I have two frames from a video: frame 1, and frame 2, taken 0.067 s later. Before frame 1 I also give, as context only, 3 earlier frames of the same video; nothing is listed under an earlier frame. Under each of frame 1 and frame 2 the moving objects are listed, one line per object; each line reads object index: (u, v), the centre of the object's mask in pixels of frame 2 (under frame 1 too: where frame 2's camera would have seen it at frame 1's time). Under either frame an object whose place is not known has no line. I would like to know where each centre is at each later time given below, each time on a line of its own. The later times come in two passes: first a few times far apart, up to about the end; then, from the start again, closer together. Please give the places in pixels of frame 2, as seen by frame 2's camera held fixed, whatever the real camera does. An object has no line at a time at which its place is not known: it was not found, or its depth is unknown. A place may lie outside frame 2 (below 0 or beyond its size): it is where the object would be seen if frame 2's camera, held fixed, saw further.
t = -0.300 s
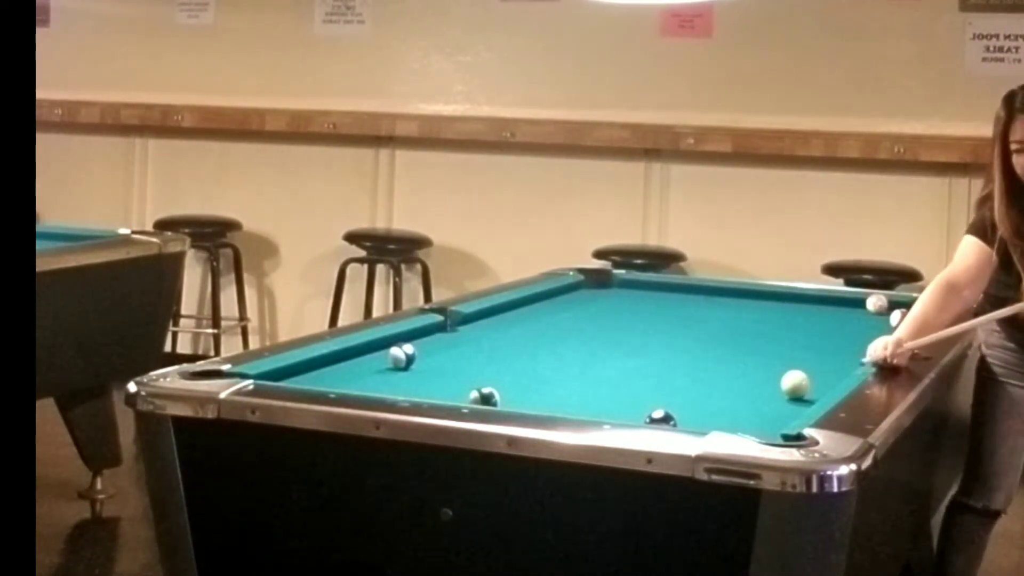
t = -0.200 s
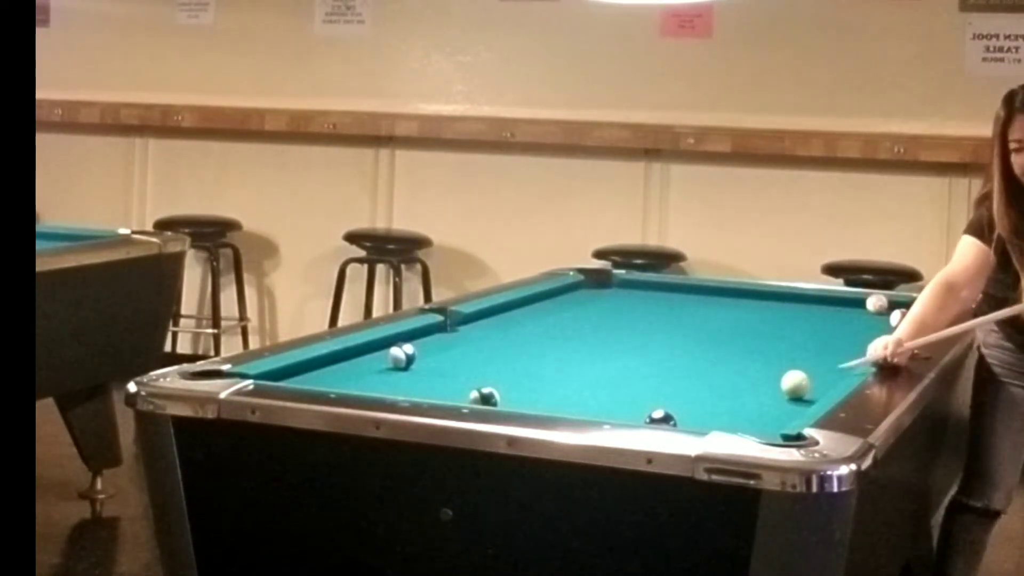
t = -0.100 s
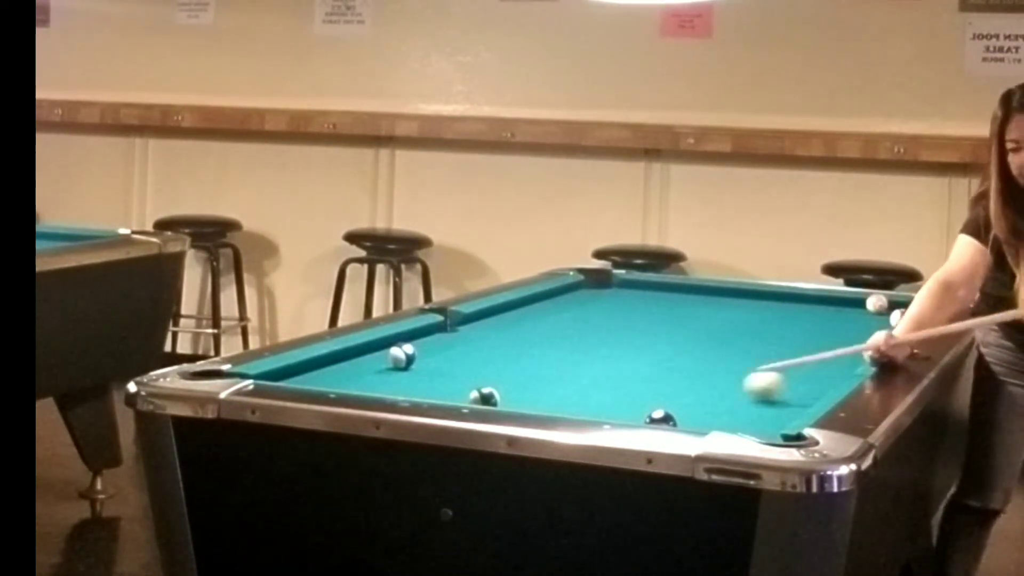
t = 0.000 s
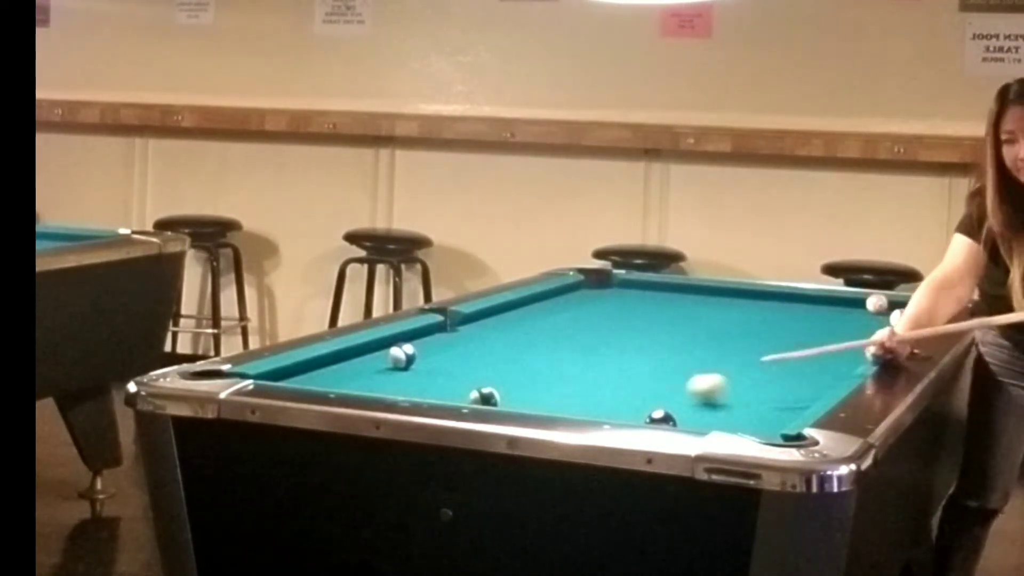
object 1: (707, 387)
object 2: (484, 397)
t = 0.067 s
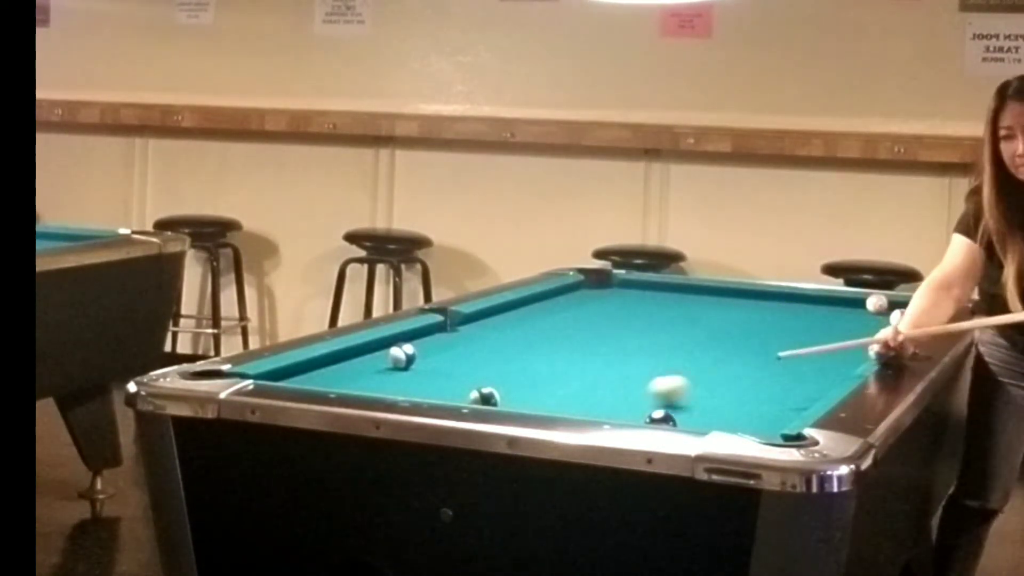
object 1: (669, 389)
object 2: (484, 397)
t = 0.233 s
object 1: (571, 395)
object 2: (484, 397)
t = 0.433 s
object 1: (488, 393)
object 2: (451, 397)
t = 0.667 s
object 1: (430, 385)
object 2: (452, 394)
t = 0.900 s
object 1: (383, 379)
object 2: (449, 392)
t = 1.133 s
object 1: (339, 370)
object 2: (448, 390)
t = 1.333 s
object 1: (320, 365)
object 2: (446, 390)
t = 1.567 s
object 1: (352, 366)
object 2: (445, 389)
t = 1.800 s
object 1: (382, 367)
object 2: (445, 389)
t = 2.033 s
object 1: (409, 368)
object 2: (445, 389)
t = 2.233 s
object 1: (429, 368)
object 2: (445, 389)
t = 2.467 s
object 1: (453, 366)
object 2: (446, 389)
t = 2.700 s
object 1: (472, 370)
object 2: (445, 389)
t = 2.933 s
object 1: (490, 370)
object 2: (445, 389)
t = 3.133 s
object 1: (504, 370)
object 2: (445, 389)
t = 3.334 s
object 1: (516, 371)
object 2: (445, 389)
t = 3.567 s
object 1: (528, 371)
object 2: (445, 389)
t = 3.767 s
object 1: (536, 371)
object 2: (445, 389)
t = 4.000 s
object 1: (544, 371)
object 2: (445, 389)
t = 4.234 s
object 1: (550, 371)
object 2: (445, 389)
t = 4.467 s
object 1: (553, 371)
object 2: (445, 389)
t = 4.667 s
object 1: (554, 371)
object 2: (445, 389)
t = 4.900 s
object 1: (554, 371)
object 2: (445, 389)
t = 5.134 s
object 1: (554, 371)
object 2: (445, 389)
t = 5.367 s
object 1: (554, 371)
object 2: (445, 389)
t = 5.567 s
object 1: (554, 371)
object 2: (445, 389)
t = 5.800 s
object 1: (554, 371)
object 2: (445, 389)
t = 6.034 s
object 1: (554, 371)
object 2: (445, 389)
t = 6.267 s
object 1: (554, 371)
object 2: (445, 389)
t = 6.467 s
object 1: (554, 371)
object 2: (445, 389)
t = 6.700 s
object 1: (554, 370)
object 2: (445, 389)
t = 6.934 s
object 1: (554, 371)
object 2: (445, 389)
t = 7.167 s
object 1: (554, 371)
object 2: (445, 389)
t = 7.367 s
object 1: (554, 371)
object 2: (445, 389)
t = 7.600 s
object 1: (554, 370)
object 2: (446, 389)
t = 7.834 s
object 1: (554, 370)
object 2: (445, 389)
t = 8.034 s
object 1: (554, 370)
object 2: (445, 389)
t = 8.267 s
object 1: (554, 370)
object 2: (445, 389)
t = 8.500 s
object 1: (554, 370)
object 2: (446, 389)
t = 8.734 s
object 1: (554, 370)
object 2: (446, 389)
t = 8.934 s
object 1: (554, 370)
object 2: (445, 389)
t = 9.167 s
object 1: (554, 370)
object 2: (445, 389)
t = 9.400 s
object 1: (554, 370)
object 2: (445, 389)
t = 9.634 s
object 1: (554, 370)
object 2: (445, 389)
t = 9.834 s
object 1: (554, 370)
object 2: (446, 389)
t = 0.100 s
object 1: (649, 390)
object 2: (484, 397)
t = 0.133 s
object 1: (630, 390)
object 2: (484, 397)
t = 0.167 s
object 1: (611, 393)
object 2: (484, 397)
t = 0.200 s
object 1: (591, 393)
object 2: (484, 397)
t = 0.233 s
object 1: (571, 395)
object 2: (484, 397)
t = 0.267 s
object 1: (551, 395)
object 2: (484, 397)
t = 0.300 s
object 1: (531, 395)
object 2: (484, 397)
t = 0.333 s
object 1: (513, 395)
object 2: (483, 397)
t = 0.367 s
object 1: (500, 395)
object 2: (470, 397)
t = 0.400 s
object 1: (495, 394)
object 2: (456, 397)
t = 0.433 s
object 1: (488, 393)
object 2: (451, 397)
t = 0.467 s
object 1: (480, 393)
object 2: (451, 395)
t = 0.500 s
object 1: (474, 391)
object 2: (452, 395)
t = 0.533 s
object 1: (468, 388)
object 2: (453, 395)
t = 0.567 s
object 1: (455, 384)
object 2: (453, 394)
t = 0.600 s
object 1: (441, 382)
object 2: (452, 392)
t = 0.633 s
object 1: (435, 383)
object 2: (451, 393)
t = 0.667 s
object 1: (430, 385)
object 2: (452, 394)
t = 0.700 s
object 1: (425, 385)
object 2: (452, 393)
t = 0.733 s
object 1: (419, 385)
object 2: (452, 393)
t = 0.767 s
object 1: (411, 383)
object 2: (451, 392)
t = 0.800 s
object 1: (404, 382)
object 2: (450, 392)
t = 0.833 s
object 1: (397, 381)
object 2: (450, 392)
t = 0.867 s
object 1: (390, 380)
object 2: (450, 392)
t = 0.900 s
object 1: (383, 379)
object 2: (449, 392)
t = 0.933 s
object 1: (377, 378)
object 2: (449, 391)
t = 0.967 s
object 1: (370, 376)
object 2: (449, 391)
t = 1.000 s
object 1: (364, 375)
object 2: (449, 391)
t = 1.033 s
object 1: (357, 374)
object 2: (449, 391)
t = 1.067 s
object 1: (351, 373)
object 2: (448, 391)
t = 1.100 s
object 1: (345, 371)
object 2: (448, 391)
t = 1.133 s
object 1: (339, 370)
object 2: (448, 390)
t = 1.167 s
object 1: (333, 369)
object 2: (447, 390)
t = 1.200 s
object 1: (327, 368)
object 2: (447, 390)
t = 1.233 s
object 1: (321, 366)
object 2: (447, 390)
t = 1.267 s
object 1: (316, 365)
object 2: (447, 390)
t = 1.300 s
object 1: (315, 365)
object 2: (446, 390)
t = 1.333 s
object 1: (320, 365)
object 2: (446, 390)
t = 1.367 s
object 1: (325, 366)
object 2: (446, 390)
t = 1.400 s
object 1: (330, 365)
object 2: (446, 390)
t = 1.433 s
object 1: (334, 365)
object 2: (446, 390)
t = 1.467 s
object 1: (339, 366)
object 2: (445, 390)
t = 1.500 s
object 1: (343, 366)
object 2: (445, 390)
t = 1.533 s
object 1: (348, 366)
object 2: (445, 389)
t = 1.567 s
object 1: (352, 366)
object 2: (445, 389)
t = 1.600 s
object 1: (356, 366)
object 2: (445, 389)
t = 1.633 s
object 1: (361, 366)
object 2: (445, 389)
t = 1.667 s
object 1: (365, 366)
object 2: (445, 389)
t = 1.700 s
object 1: (369, 366)
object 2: (445, 389)
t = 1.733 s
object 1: (374, 367)
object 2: (445, 389)
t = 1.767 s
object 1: (377, 367)
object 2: (445, 389)
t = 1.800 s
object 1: (382, 367)
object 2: (445, 389)
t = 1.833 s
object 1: (385, 367)
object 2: (445, 389)
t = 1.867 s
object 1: (390, 367)
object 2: (445, 389)
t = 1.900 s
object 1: (394, 367)
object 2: (445, 389)
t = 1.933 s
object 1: (397, 368)
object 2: (445, 389)
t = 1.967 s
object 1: (401, 368)
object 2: (445, 389)
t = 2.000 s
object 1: (405, 368)
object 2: (445, 389)
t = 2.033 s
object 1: (409, 368)
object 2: (445, 389)
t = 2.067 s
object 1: (413, 368)
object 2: (445, 389)
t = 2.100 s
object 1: (416, 368)
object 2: (445, 389)
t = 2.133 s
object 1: (420, 368)
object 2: (445, 389)
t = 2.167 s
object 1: (423, 368)
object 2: (445, 389)
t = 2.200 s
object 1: (426, 368)
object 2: (445, 389)
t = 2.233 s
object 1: (429, 368)
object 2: (445, 389)
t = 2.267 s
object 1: (433, 367)
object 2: (445, 389)
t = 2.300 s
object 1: (436, 367)
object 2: (445, 389)
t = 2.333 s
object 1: (440, 366)
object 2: (445, 389)
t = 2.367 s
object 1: (443, 366)
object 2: (445, 389)
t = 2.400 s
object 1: (446, 366)
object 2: (445, 389)
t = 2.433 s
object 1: (450, 366)
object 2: (445, 389)
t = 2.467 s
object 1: (453, 366)
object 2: (446, 389)
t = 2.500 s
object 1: (457, 368)
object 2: (445, 389)
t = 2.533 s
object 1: (460, 368)
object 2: (445, 389)
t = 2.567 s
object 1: (463, 369)
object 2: (445, 389)
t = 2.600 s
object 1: (466, 369)
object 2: (445, 389)
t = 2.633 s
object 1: (468, 369)
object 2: (445, 389)
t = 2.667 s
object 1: (470, 370)
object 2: (445, 389)
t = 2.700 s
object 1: (472, 370)
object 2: (445, 389)
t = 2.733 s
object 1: (475, 370)
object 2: (445, 389)
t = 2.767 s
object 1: (478, 370)
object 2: (445, 389)
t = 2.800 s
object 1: (481, 370)
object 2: (445, 389)
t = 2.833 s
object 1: (483, 370)
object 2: (445, 389)
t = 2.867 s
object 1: (486, 370)
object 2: (445, 389)
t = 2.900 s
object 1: (488, 370)
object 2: (445, 389)
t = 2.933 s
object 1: (490, 370)
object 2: (445, 389)
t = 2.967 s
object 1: (493, 370)
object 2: (445, 389)
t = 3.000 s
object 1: (495, 370)
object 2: (446, 389)
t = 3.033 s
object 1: (497, 370)
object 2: (446, 389)
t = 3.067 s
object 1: (500, 370)
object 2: (446, 389)
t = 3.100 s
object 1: (502, 370)
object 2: (445, 389)
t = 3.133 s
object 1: (504, 370)
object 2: (445, 389)
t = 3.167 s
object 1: (506, 370)
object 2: (446, 389)
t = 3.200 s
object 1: (508, 370)
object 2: (445, 389)
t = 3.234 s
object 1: (510, 370)
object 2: (445, 389)
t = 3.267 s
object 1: (512, 370)
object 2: (445, 389)
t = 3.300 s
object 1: (514, 371)
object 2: (445, 389)
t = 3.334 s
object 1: (516, 371)
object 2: (445, 389)
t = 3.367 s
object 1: (517, 371)
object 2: (445, 389)
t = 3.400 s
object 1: (519, 371)
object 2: (445, 389)
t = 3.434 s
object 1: (521, 371)
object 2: (445, 389)
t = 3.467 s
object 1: (523, 371)
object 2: (445, 389)
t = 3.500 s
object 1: (525, 371)
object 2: (445, 389)
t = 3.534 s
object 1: (526, 371)
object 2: (445, 389)
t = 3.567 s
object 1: (528, 371)
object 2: (445, 389)
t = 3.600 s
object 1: (529, 371)
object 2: (445, 389)
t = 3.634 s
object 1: (531, 371)
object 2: (445, 389)
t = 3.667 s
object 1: (532, 371)
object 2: (445, 389)
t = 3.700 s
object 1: (533, 371)
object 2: (445, 389)
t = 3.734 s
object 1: (535, 371)
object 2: (445, 389)
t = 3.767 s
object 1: (536, 371)
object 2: (445, 389)
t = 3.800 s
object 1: (537, 371)
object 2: (445, 389)
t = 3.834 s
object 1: (539, 371)
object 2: (445, 389)
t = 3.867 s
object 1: (540, 371)
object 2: (445, 389)
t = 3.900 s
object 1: (541, 371)
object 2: (445, 389)
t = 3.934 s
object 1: (542, 371)
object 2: (445, 389)
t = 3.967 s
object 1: (543, 371)
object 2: (445, 389)
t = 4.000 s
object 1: (544, 371)
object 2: (445, 389)
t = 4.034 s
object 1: (545, 371)
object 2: (445, 389)
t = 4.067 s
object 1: (546, 371)
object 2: (445, 389)
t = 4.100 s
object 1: (547, 371)
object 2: (445, 389)
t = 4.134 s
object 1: (548, 371)
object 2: (445, 389)
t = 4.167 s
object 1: (548, 371)
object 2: (445, 389)
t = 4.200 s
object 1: (549, 371)
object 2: (445, 389)
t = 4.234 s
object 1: (550, 371)
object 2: (445, 389)
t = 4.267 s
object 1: (550, 371)
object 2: (445, 389)
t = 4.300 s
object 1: (551, 371)
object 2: (445, 389)
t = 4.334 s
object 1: (551, 371)
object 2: (445, 389)
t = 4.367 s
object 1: (552, 371)
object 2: (445, 389)
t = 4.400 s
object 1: (552, 371)
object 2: (445, 389)
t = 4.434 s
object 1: (552, 371)
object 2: (445, 389)
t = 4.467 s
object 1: (553, 371)
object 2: (445, 389)
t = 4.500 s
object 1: (553, 371)
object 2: (445, 389)
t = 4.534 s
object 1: (554, 371)
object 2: (445, 389)
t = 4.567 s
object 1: (554, 371)
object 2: (445, 389)
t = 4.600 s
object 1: (554, 371)
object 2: (445, 389)
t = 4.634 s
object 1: (554, 371)
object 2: (445, 389)
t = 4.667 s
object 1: (554, 371)
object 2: (445, 389)
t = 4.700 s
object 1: (554, 371)
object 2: (445, 389)
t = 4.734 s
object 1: (554, 371)
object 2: (445, 389)
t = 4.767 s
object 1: (554, 371)
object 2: (445, 389)
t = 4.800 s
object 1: (554, 371)
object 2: (445, 389)
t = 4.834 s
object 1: (555, 371)
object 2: (445, 389)
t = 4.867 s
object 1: (554, 371)
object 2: (445, 389)
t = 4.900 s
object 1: (554, 371)
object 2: (445, 389)
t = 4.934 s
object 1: (554, 371)
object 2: (445, 389)
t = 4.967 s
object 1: (554, 371)
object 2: (445, 389)
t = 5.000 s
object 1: (554, 371)
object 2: (445, 389)
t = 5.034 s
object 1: (554, 371)
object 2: (445, 389)
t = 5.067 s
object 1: (554, 371)
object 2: (445, 389)
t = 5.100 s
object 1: (554, 371)
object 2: (445, 389)
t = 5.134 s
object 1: (554, 371)
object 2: (445, 389)
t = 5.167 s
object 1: (554, 371)
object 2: (445, 389)
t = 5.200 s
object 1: (554, 371)
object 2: (445, 389)
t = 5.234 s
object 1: (554, 371)
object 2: (445, 389)
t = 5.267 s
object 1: (554, 371)
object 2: (445, 389)
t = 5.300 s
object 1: (554, 371)
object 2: (445, 389)
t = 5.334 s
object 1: (554, 371)
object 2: (445, 389)
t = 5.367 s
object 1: (554, 371)
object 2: (445, 389)
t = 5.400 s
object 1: (554, 371)
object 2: (445, 389)
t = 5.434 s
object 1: (554, 371)
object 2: (445, 389)
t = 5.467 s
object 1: (554, 371)
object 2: (445, 389)
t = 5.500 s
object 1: (554, 371)
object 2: (445, 389)
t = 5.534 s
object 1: (554, 371)
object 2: (445, 389)
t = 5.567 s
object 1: (554, 371)
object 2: (445, 389)
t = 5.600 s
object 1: (554, 371)
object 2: (445, 389)
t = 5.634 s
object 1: (554, 371)
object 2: (445, 389)
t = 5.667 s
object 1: (554, 371)
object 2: (445, 389)
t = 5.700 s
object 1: (554, 371)
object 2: (445, 389)
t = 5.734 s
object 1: (554, 371)
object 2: (445, 389)
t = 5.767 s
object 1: (554, 371)
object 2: (445, 389)
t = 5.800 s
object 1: (554, 371)
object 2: (445, 389)
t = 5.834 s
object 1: (554, 371)
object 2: (445, 389)
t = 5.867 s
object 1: (554, 371)
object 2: (445, 389)
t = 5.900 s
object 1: (554, 371)
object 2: (445, 389)
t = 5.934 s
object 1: (554, 371)
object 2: (445, 389)
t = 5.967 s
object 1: (554, 371)
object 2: (445, 389)
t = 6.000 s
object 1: (554, 371)
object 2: (445, 389)
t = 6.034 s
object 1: (554, 371)
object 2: (445, 389)
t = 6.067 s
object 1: (554, 371)
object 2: (445, 389)
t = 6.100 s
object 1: (554, 371)
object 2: (445, 389)
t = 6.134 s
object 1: (554, 371)
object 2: (445, 389)
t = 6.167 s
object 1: (554, 371)
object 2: (445, 389)
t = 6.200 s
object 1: (554, 371)
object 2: (445, 389)
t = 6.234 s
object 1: (554, 371)
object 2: (445, 389)
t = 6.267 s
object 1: (554, 371)
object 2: (445, 389)
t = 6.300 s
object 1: (554, 371)
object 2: (445, 389)
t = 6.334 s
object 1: (554, 371)
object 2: (445, 389)
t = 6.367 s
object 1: (554, 371)
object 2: (445, 389)
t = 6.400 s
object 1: (554, 371)
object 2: (445, 389)
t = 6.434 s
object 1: (554, 371)
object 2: (445, 389)
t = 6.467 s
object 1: (554, 371)
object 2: (445, 389)
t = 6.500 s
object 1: (554, 371)
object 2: (445, 389)
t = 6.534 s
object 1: (554, 371)
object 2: (445, 389)
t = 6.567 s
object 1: (554, 371)
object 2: (445, 389)
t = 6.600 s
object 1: (554, 371)
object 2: (445, 389)
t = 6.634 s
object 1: (554, 370)
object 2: (445, 389)
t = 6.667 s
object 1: (554, 370)
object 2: (445, 389)
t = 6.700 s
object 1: (554, 370)
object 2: (445, 389)
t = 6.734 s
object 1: (554, 371)
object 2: (445, 389)
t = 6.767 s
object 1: (555, 370)
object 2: (445, 389)
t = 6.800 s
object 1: (554, 370)
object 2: (445, 389)
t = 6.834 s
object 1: (554, 371)
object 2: (445, 389)
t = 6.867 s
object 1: (554, 371)
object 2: (445, 389)
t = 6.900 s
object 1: (554, 370)
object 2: (445, 389)
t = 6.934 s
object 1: (554, 371)
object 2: (445, 389)
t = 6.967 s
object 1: (554, 371)
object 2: (445, 389)
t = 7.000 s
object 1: (554, 371)
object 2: (445, 389)
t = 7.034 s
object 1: (554, 371)
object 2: (445, 389)
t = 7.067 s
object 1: (554, 371)
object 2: (445, 389)
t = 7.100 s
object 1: (554, 371)
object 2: (445, 389)
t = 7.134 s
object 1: (554, 371)
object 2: (445, 389)
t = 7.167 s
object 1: (554, 371)
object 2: (445, 389)
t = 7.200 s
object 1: (554, 371)
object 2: (445, 389)
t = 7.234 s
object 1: (554, 371)
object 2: (445, 389)
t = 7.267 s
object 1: (554, 371)
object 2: (445, 389)
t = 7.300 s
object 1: (554, 371)
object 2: (445, 389)
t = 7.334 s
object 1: (554, 371)
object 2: (445, 389)
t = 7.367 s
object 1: (554, 371)
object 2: (445, 389)
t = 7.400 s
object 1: (554, 370)
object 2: (445, 389)
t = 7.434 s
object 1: (554, 371)
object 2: (445, 389)
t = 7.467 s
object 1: (554, 370)
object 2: (446, 389)
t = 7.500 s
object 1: (554, 371)
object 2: (446, 389)
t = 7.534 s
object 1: (554, 370)
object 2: (445, 389)
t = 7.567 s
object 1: (554, 371)
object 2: (446, 389)
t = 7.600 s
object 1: (554, 370)
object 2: (446, 389)
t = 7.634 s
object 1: (554, 371)
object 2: (446, 389)
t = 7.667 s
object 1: (554, 370)
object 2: (446, 389)
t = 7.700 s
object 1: (554, 370)
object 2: (446, 389)
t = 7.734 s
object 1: (554, 371)
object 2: (446, 389)
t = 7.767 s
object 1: (554, 371)
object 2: (446, 389)
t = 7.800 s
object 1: (554, 370)
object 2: (446, 389)
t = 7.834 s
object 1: (554, 370)
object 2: (445, 389)
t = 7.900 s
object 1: (554, 370)
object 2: (446, 389)
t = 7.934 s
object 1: (554, 370)
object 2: (446, 389)
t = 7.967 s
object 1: (554, 370)
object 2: (446, 389)
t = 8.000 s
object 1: (554, 370)
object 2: (445, 389)
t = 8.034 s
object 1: (554, 370)
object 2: (445, 389)
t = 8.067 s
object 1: (554, 370)
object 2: (445, 389)
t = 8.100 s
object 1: (554, 370)
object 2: (445, 389)
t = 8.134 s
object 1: (554, 370)
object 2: (445, 389)
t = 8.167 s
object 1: (554, 370)
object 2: (445, 389)
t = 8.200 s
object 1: (554, 370)
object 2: (445, 389)
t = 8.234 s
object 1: (554, 370)
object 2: (445, 389)
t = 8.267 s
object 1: (554, 370)
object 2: (445, 389)
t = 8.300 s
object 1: (554, 371)
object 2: (445, 389)
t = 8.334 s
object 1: (554, 370)
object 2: (445, 389)
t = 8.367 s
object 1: (554, 370)
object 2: (445, 389)
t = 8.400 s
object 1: (554, 371)
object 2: (446, 389)
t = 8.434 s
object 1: (555, 370)
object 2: (446, 389)
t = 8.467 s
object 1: (554, 371)
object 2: (446, 389)
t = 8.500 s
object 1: (554, 370)
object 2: (446, 389)
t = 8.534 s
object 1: (555, 370)
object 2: (446, 389)
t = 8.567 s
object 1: (555, 370)
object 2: (446, 389)
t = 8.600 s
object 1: (554, 370)
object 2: (446, 389)
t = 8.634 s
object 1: (554, 370)
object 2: (446, 389)
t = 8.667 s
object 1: (554, 370)
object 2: (446, 389)
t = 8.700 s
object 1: (554, 370)
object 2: (446, 389)
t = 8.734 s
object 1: (554, 370)
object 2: (446, 389)
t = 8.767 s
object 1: (554, 370)
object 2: (446, 389)
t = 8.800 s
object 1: (554, 370)
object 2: (446, 389)
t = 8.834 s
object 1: (554, 370)
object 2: (446, 389)
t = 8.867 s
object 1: (554, 370)
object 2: (446, 389)
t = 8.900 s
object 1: (554, 370)
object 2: (445, 389)
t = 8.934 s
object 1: (554, 370)
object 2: (445, 389)
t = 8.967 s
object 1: (554, 370)
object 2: (445, 389)
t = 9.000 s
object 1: (555, 370)
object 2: (445, 389)
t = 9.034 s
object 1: (554, 370)
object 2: (445, 389)
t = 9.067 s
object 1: (554, 370)
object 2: (445, 389)
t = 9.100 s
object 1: (554, 370)
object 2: (445, 389)
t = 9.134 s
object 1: (554, 370)
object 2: (445, 389)
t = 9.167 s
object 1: (554, 370)
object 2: (445, 389)
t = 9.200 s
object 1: (554, 370)
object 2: (445, 389)
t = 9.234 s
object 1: (554, 370)
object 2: (445, 389)
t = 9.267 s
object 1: (554, 370)
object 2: (445, 389)
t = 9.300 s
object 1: (554, 370)
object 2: (445, 389)
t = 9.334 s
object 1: (554, 370)
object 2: (445, 389)
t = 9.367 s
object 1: (554, 370)
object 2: (445, 389)
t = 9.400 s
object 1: (554, 370)
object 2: (445, 389)
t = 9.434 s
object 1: (554, 370)
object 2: (445, 389)
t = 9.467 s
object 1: (554, 370)
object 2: (445, 389)
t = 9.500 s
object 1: (554, 370)
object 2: (445, 389)
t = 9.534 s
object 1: (554, 370)
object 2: (445, 389)
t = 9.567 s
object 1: (554, 370)
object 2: (445, 389)
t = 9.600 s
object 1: (554, 370)
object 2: (445, 389)
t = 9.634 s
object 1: (554, 370)
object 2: (445, 389)
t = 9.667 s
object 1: (554, 370)
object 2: (445, 389)
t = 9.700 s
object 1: (554, 370)
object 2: (445, 389)
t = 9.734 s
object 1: (554, 370)
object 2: (445, 389)
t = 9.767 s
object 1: (554, 370)
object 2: (445, 389)
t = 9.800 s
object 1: (554, 370)
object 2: (445, 389)
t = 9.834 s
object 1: (554, 370)
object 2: (446, 389)
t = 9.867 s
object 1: (554, 370)
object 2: (445, 389)
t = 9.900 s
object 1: (554, 370)
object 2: (446, 389)
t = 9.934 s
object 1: (554, 370)
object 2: (446, 389)
